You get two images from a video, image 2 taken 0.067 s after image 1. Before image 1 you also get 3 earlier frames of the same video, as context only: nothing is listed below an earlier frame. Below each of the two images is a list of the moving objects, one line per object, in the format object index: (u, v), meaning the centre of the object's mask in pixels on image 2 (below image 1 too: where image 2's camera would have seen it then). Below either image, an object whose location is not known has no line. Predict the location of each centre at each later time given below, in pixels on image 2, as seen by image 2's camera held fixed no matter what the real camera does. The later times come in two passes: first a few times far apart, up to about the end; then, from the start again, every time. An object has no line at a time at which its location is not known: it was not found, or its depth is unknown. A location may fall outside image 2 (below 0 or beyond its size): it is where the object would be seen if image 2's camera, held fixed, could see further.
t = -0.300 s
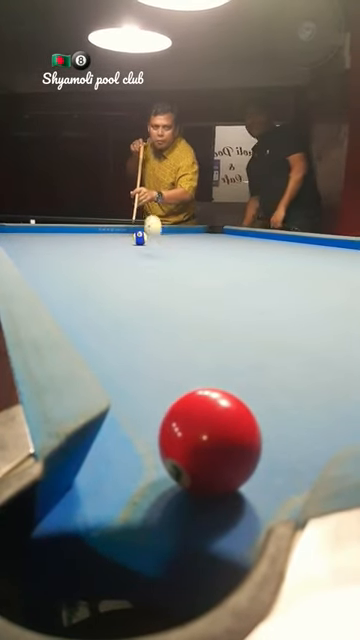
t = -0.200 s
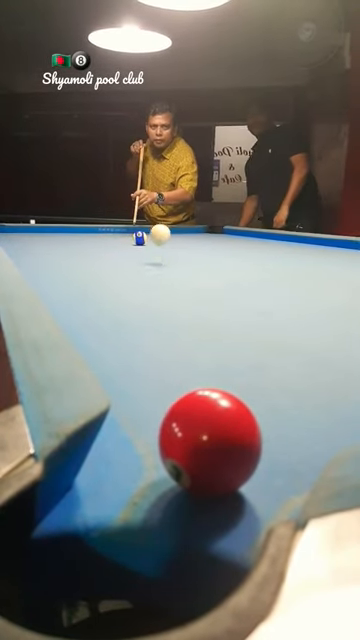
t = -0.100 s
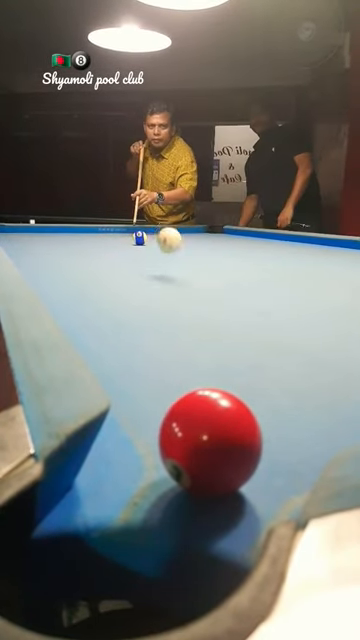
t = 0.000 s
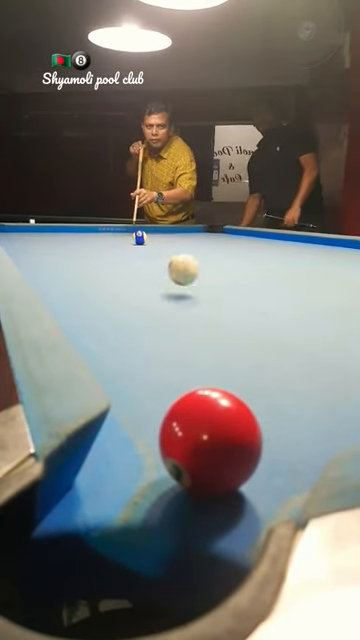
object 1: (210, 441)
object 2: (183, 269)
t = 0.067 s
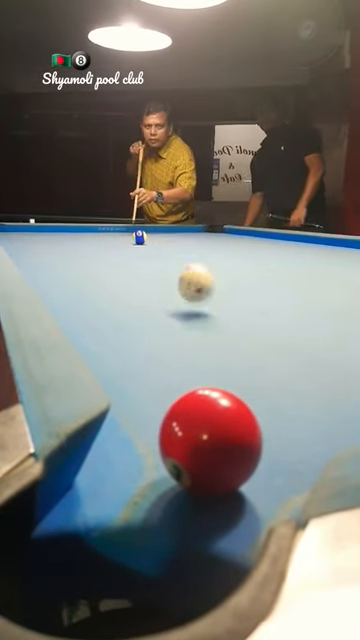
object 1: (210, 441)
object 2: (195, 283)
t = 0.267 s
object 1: (210, 441)
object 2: (281, 388)
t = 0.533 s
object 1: (169, 453)
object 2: (225, 363)
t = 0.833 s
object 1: (239, 481)
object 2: (167, 316)
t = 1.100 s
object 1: (242, 487)
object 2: (139, 293)
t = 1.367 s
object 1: (187, 548)
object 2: (122, 279)
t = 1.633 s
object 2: (109, 269)
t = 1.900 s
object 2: (98, 261)
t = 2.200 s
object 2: (89, 255)
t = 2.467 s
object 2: (81, 250)
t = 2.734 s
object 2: (76, 247)
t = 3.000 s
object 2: (71, 244)
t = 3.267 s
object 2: (68, 242)
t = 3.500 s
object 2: (66, 240)
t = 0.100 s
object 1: (210, 441)
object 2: (204, 301)
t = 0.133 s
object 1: (210, 441)
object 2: (213, 307)
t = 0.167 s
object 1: (210, 441)
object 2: (225, 325)
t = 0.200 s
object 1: (210, 441)
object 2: (239, 341)
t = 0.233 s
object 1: (210, 441)
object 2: (258, 364)
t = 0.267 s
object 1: (210, 441)
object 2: (281, 388)
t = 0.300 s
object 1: (210, 441)
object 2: (310, 421)
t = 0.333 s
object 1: (204, 439)
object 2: (304, 430)
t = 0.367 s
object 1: (175, 441)
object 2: (289, 416)
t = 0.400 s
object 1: (152, 441)
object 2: (273, 402)
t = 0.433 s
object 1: (146, 444)
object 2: (258, 391)
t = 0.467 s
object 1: (154, 447)
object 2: (246, 380)
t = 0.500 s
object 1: (162, 450)
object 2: (234, 372)
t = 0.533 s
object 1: (169, 453)
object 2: (225, 363)
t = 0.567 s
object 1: (177, 456)
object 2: (216, 356)
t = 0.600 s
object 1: (184, 459)
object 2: (208, 349)
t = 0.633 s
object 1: (192, 462)
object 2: (200, 343)
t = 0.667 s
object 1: (200, 465)
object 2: (193, 338)
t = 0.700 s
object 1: (208, 468)
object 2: (187, 333)
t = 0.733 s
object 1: (216, 470)
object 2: (181, 328)
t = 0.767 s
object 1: (224, 475)
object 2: (176, 324)
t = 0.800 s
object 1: (232, 478)
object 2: (172, 320)
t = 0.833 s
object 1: (239, 481)
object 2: (167, 316)
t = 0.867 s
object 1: (245, 482)
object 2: (163, 313)
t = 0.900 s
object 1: (251, 484)
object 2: (159, 309)
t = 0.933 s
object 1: (255, 484)
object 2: (155, 306)
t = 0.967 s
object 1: (252, 484)
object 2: (152, 303)
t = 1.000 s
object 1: (250, 485)
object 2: (148, 301)
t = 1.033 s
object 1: (247, 486)
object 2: (145, 298)
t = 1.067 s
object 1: (244, 486)
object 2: (142, 296)
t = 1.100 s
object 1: (242, 487)
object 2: (139, 293)
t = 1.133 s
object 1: (239, 488)
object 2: (137, 291)
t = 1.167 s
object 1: (236, 489)
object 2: (134, 289)
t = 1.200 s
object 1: (232, 491)
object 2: (132, 287)
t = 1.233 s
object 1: (228, 494)
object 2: (130, 286)
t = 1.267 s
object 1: (223, 498)
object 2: (128, 284)
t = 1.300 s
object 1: (215, 505)
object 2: (125, 282)
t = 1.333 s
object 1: (203, 525)
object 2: (124, 280)
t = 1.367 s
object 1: (187, 548)
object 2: (122, 279)
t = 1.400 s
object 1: (171, 578)
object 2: (120, 277)
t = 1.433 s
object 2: (118, 276)
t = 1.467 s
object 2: (116, 275)
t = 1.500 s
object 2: (115, 274)
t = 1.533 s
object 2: (113, 272)
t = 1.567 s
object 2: (112, 271)
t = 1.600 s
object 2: (110, 270)
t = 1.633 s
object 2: (109, 269)
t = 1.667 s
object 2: (107, 268)
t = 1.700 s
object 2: (106, 267)
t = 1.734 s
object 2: (105, 266)
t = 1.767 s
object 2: (103, 265)
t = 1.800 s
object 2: (102, 264)
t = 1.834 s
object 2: (100, 263)
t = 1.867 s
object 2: (99, 262)
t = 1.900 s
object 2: (98, 261)
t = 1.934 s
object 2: (97, 260)
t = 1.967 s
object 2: (95, 260)
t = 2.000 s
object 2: (94, 259)
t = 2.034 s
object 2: (93, 258)
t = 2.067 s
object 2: (93, 257)
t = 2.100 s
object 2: (92, 257)
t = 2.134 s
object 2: (90, 256)
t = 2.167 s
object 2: (89, 256)
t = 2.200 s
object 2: (89, 255)
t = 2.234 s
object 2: (88, 254)
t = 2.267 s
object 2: (86, 254)
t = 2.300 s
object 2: (85, 253)
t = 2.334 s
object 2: (84, 252)
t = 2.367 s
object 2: (84, 252)
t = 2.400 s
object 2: (83, 251)
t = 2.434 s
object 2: (82, 251)
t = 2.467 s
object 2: (81, 250)
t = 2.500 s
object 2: (80, 250)
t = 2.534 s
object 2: (80, 249)
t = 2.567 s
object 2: (79, 249)
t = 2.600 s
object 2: (79, 248)
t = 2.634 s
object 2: (78, 248)
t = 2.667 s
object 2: (77, 247)
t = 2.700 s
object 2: (77, 247)
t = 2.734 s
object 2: (76, 247)
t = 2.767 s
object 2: (75, 246)
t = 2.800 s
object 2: (75, 246)
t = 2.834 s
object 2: (74, 246)
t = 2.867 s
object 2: (73, 245)
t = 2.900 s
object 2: (73, 245)
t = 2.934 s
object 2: (72, 244)
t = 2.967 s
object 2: (72, 244)
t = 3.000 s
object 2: (71, 244)
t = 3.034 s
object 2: (71, 243)
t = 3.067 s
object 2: (71, 243)
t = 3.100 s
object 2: (70, 243)
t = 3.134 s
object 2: (70, 243)
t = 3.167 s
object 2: (69, 242)
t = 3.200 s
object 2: (69, 242)
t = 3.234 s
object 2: (69, 242)
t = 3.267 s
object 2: (68, 242)
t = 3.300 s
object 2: (68, 241)
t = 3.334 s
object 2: (68, 241)
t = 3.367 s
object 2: (67, 241)
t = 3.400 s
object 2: (67, 240)
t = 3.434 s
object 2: (67, 240)
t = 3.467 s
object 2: (66, 240)
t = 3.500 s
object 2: (66, 240)
